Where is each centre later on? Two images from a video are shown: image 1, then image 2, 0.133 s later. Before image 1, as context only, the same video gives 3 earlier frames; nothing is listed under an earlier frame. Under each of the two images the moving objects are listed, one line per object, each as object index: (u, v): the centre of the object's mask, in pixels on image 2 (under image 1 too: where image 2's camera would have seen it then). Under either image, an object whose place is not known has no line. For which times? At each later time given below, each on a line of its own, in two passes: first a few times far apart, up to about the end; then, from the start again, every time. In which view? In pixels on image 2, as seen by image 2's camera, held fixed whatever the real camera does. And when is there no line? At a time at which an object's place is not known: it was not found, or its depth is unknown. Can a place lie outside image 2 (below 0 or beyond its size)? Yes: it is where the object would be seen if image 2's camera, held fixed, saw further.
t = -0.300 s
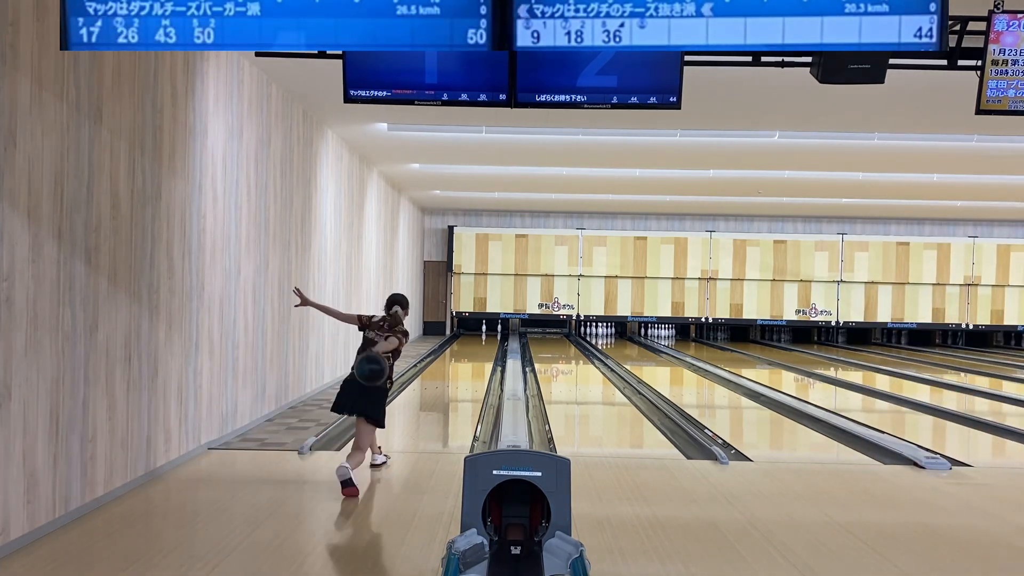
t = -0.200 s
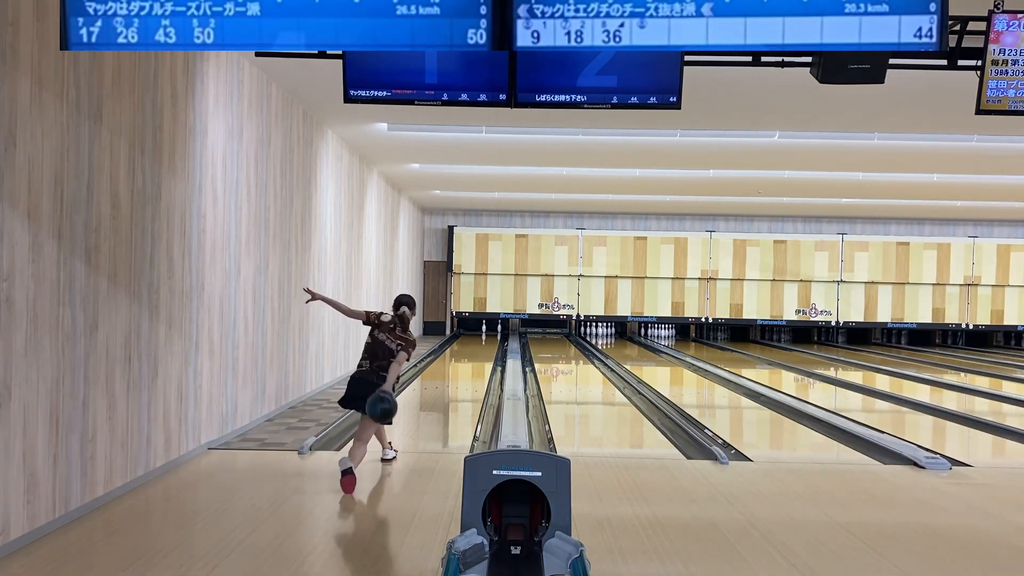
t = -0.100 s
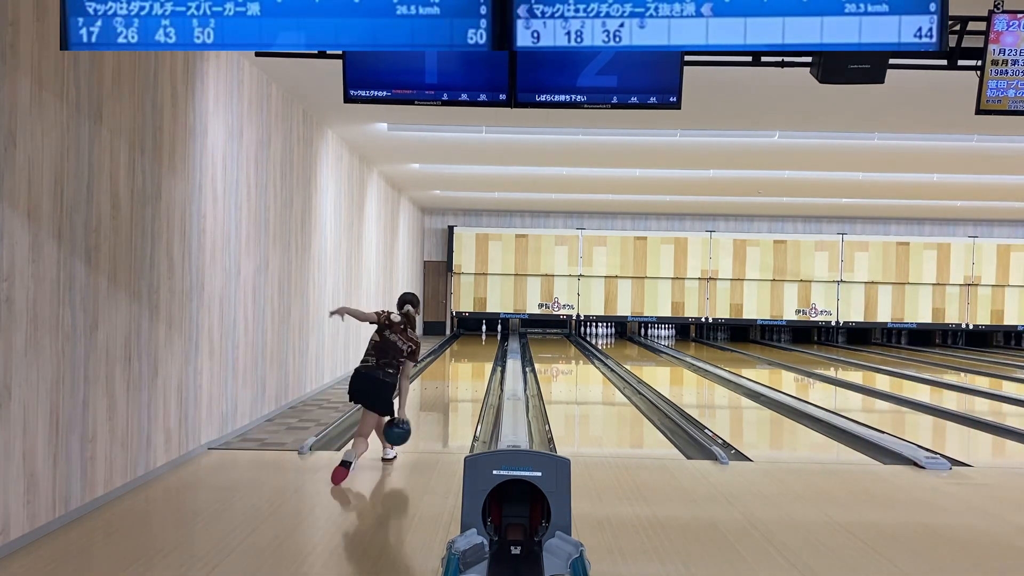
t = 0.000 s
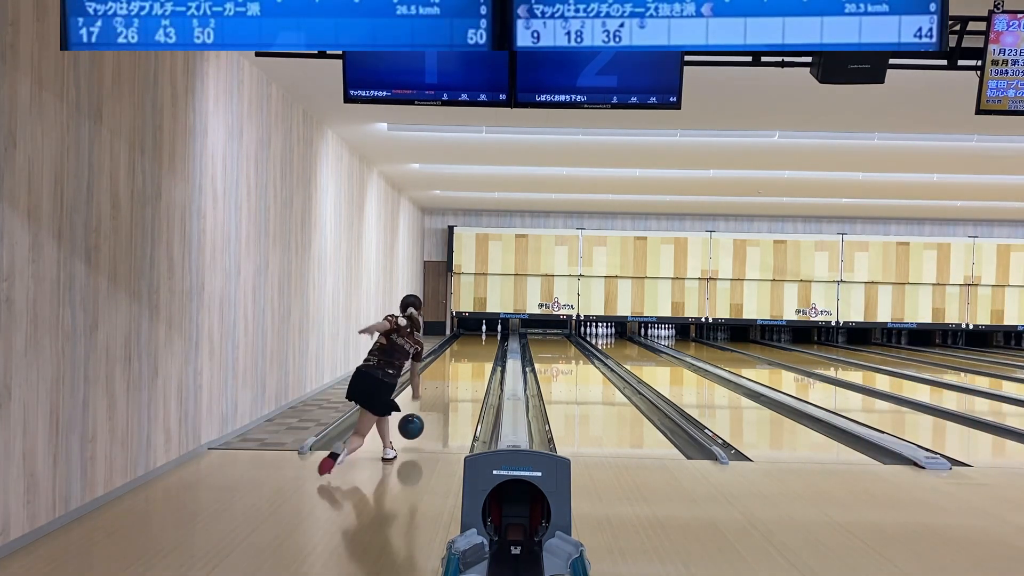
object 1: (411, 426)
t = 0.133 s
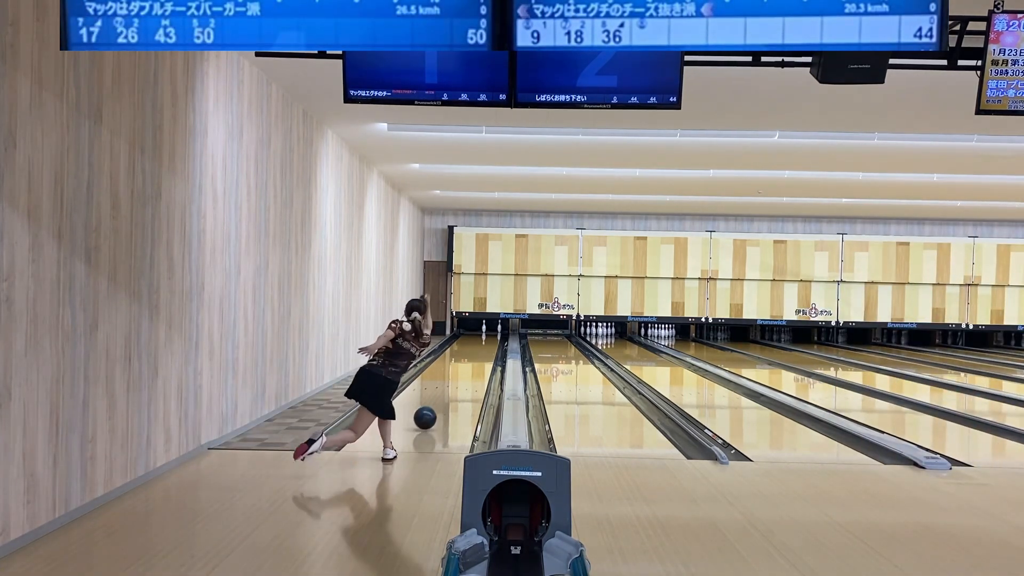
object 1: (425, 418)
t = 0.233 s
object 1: (433, 409)
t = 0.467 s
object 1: (449, 390)
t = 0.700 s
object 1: (461, 376)
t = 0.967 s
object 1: (470, 364)
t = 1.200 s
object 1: (476, 356)
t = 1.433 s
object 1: (481, 350)
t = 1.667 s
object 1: (482, 345)
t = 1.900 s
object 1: (482, 340)
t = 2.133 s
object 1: (482, 338)
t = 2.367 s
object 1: (481, 335)
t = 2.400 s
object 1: (481, 334)
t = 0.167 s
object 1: (428, 415)
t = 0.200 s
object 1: (431, 412)
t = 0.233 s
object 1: (433, 409)
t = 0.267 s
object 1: (436, 406)
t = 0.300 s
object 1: (439, 403)
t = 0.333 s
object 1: (441, 400)
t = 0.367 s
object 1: (443, 397)
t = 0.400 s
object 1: (445, 395)
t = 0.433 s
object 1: (448, 392)
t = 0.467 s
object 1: (449, 390)
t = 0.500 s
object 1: (451, 388)
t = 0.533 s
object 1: (453, 385)
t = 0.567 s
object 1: (455, 383)
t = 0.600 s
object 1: (456, 381)
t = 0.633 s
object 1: (458, 379)
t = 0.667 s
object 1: (459, 378)
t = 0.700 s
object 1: (461, 376)
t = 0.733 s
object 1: (462, 374)
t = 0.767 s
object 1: (463, 372)
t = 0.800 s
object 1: (465, 371)
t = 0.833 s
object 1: (466, 370)
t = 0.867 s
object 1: (467, 368)
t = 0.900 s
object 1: (468, 367)
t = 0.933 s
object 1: (469, 366)
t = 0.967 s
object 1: (470, 364)
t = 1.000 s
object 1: (471, 363)
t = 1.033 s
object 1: (472, 362)
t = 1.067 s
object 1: (473, 360)
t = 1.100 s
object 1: (474, 359)
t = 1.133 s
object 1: (475, 358)
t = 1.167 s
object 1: (476, 357)
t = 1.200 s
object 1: (476, 356)
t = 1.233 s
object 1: (477, 355)
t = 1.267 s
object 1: (478, 354)
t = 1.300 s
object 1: (478, 353)
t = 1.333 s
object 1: (479, 352)
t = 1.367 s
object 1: (480, 351)
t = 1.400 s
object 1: (480, 351)
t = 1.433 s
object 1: (481, 350)
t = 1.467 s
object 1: (481, 349)
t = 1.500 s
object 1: (481, 349)
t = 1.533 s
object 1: (482, 348)
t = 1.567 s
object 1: (482, 347)
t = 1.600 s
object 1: (482, 346)
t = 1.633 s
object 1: (482, 346)
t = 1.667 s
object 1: (482, 345)
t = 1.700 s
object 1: (482, 344)
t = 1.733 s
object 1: (483, 344)
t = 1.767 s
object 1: (483, 343)
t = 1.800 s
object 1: (482, 342)
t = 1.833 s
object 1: (483, 342)
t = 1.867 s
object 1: (482, 341)
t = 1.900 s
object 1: (482, 340)
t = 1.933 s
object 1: (482, 340)
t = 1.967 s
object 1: (482, 340)
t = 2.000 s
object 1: (482, 339)
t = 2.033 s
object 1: (482, 339)
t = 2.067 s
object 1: (482, 338)
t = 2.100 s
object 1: (482, 338)
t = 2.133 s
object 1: (482, 338)
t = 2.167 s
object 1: (482, 338)
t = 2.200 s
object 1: (482, 337)
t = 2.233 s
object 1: (481, 337)
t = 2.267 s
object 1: (481, 336)
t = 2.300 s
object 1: (481, 336)
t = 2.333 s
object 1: (481, 336)
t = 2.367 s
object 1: (481, 335)
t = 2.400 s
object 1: (481, 334)
